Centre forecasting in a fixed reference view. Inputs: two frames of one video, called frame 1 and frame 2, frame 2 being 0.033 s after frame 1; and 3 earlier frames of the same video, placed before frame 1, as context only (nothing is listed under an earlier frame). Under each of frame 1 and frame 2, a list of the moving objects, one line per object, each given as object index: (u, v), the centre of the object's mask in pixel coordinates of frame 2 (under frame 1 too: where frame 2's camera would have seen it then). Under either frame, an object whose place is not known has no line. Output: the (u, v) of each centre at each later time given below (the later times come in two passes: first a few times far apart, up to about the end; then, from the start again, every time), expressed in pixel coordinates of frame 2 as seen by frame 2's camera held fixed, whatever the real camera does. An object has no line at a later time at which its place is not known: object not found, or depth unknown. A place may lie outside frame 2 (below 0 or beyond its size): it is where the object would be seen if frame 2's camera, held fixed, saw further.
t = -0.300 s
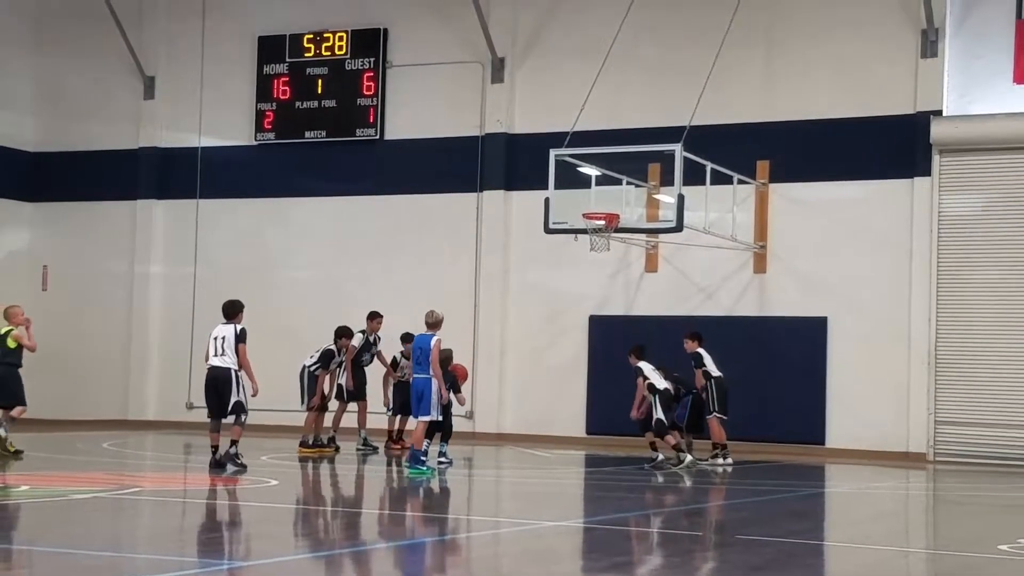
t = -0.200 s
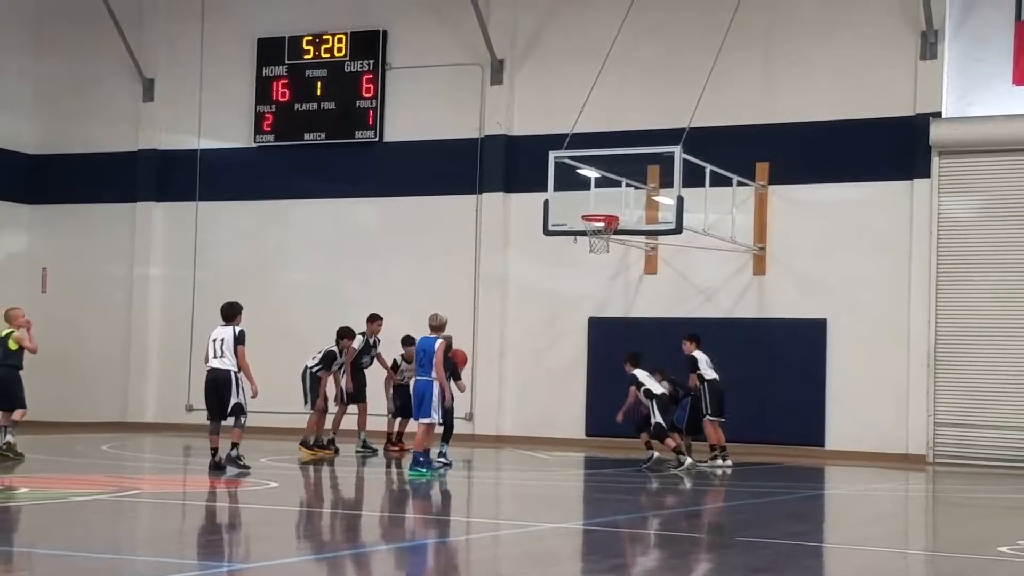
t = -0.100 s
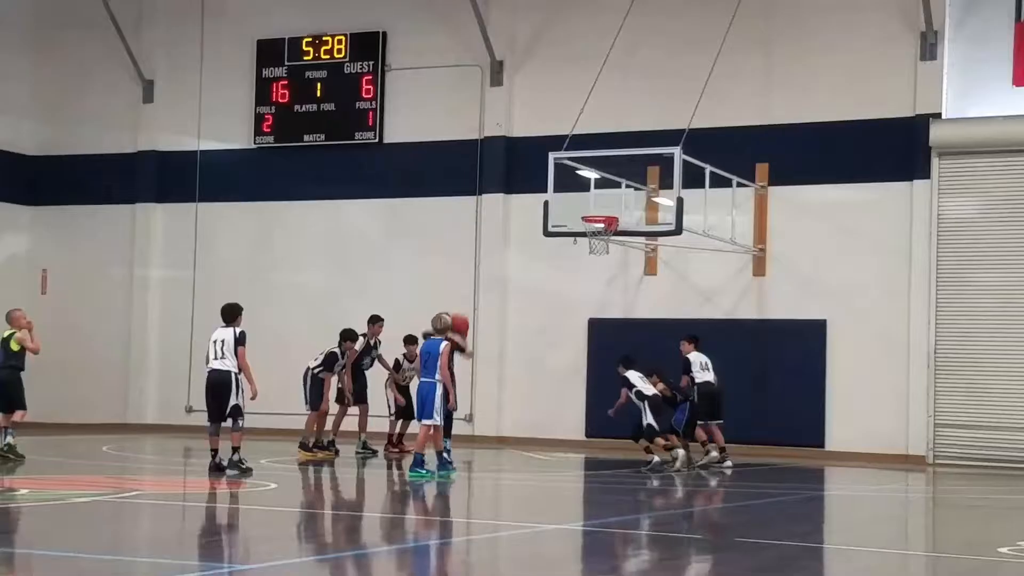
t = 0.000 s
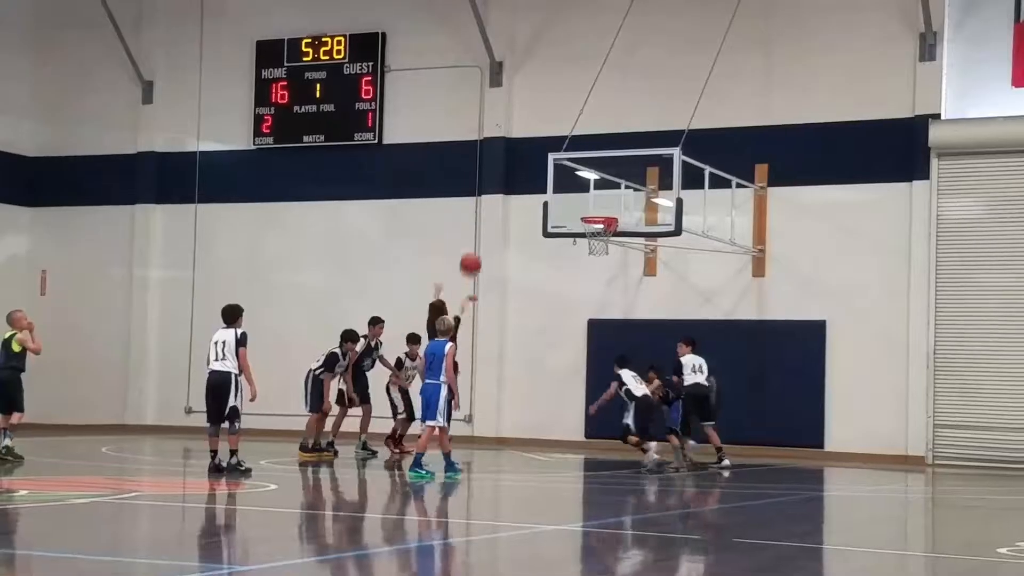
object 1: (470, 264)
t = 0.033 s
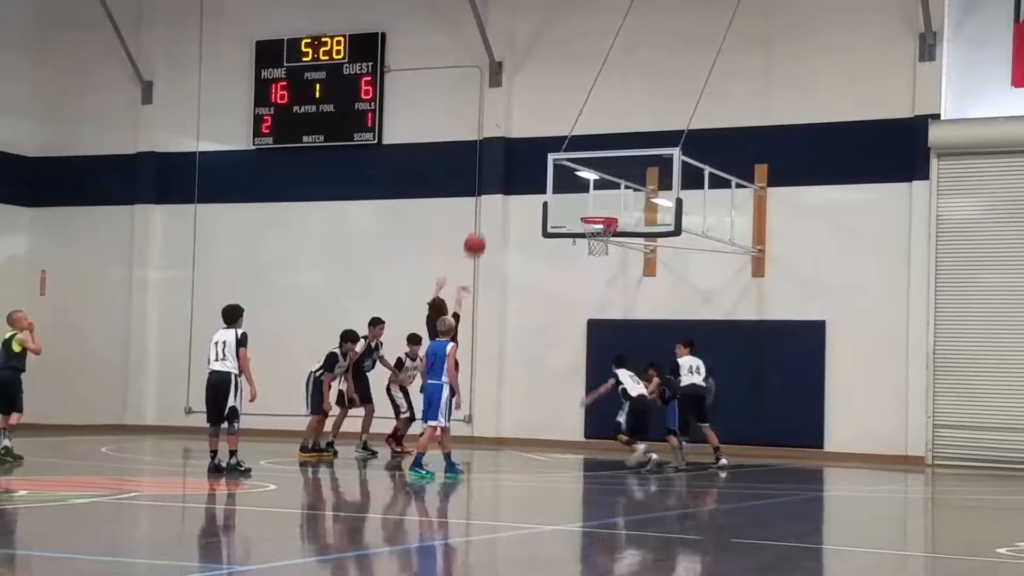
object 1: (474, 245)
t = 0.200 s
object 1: (496, 165)
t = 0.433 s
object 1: (522, 98)
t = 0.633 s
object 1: (541, 80)
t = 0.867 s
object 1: (560, 98)
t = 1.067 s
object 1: (575, 146)
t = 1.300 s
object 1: (582, 210)
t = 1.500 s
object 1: (548, 196)
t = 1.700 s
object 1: (512, 213)
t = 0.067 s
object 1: (479, 227)
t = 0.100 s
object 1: (484, 210)
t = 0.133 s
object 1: (488, 192)
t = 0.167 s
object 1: (492, 178)
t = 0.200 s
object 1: (496, 165)
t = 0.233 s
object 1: (500, 151)
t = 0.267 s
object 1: (504, 141)
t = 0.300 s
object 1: (508, 129)
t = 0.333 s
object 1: (511, 121)
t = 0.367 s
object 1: (515, 112)
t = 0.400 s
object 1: (518, 105)
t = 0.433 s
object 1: (522, 98)
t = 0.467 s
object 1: (525, 92)
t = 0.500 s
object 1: (528, 88)
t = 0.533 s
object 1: (531, 85)
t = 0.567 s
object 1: (535, 82)
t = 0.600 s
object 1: (538, 81)
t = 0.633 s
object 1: (541, 80)
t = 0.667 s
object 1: (543, 80)
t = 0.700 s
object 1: (547, 81)
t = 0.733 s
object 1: (549, 83)
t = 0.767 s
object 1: (552, 85)
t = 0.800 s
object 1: (555, 89)
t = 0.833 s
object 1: (557, 93)
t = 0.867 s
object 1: (560, 98)
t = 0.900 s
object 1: (562, 104)
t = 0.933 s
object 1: (565, 111)
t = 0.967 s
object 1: (567, 119)
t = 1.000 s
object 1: (570, 127)
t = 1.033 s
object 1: (573, 136)
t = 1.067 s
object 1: (575, 146)
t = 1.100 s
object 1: (577, 156)
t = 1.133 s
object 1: (579, 168)
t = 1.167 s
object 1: (582, 182)
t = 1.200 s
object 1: (583, 193)
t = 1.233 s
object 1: (585, 207)
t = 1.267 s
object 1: (585, 212)
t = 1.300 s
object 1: (582, 210)
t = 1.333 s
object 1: (577, 206)
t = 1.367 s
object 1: (571, 203)
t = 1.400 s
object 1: (565, 200)
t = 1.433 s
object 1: (560, 198)
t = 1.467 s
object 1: (554, 197)
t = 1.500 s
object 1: (548, 196)
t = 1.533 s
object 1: (542, 197)
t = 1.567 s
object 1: (536, 199)
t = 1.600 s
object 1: (530, 201)
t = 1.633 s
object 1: (524, 204)
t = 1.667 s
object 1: (518, 208)
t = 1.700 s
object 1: (512, 213)
